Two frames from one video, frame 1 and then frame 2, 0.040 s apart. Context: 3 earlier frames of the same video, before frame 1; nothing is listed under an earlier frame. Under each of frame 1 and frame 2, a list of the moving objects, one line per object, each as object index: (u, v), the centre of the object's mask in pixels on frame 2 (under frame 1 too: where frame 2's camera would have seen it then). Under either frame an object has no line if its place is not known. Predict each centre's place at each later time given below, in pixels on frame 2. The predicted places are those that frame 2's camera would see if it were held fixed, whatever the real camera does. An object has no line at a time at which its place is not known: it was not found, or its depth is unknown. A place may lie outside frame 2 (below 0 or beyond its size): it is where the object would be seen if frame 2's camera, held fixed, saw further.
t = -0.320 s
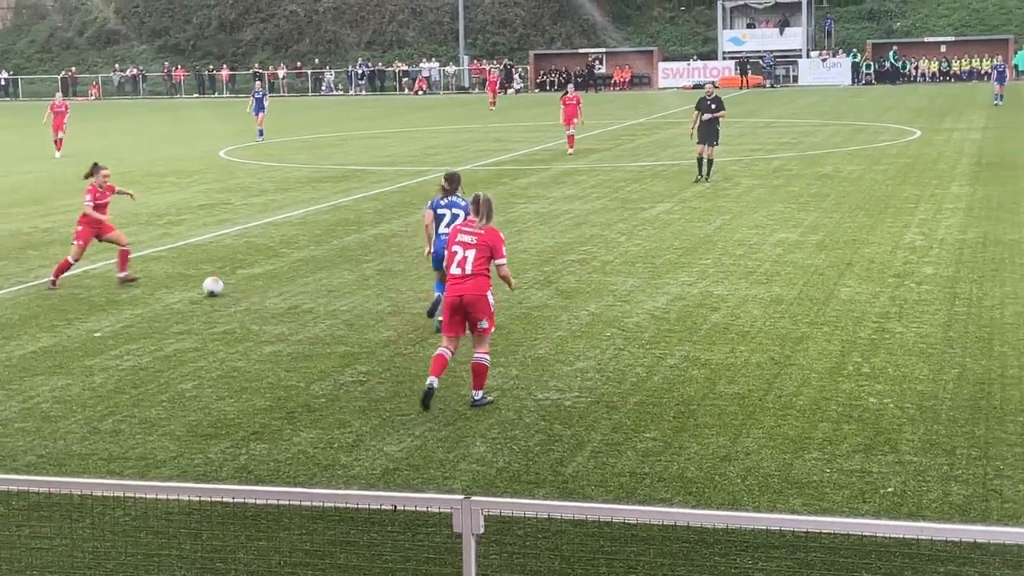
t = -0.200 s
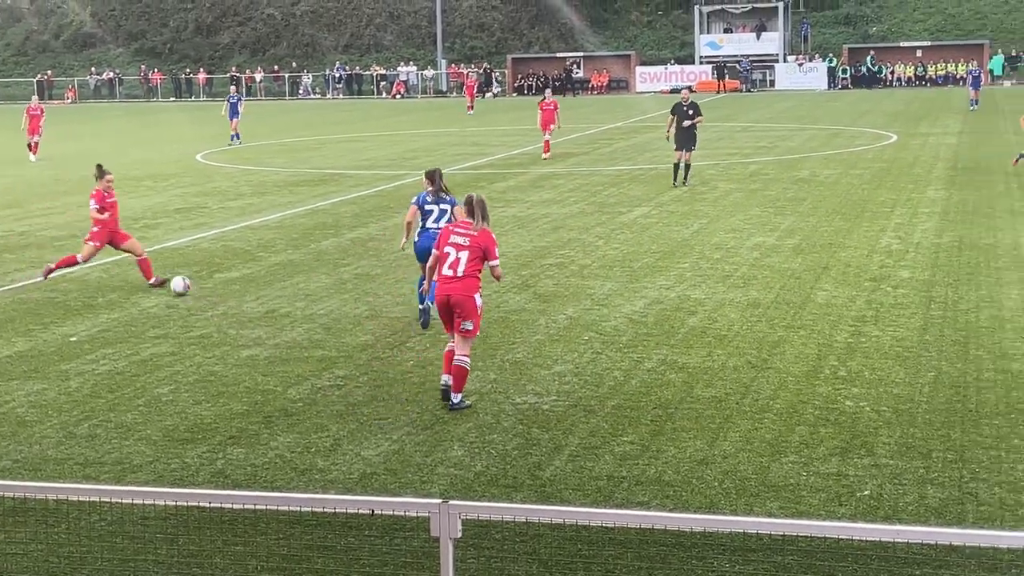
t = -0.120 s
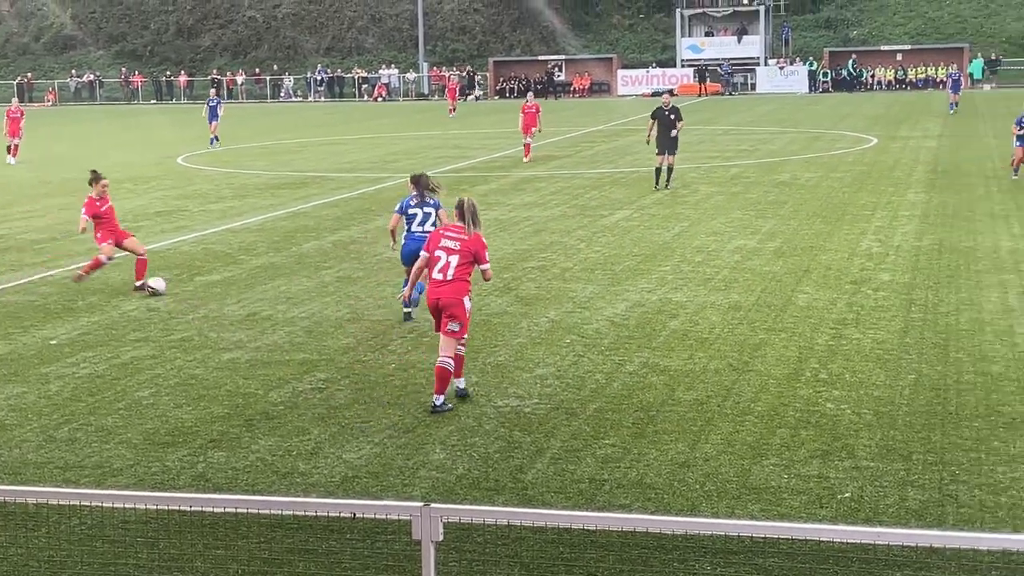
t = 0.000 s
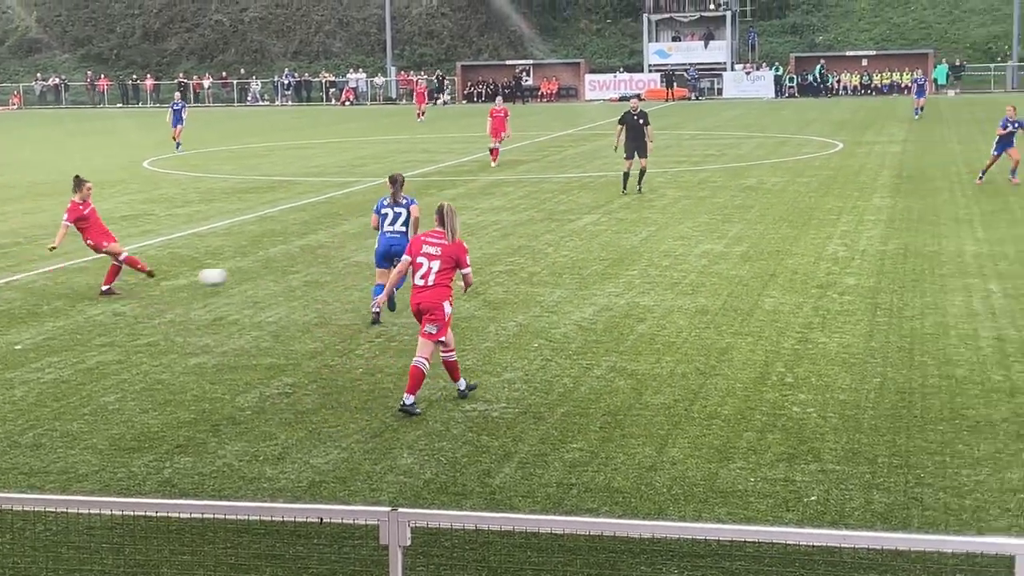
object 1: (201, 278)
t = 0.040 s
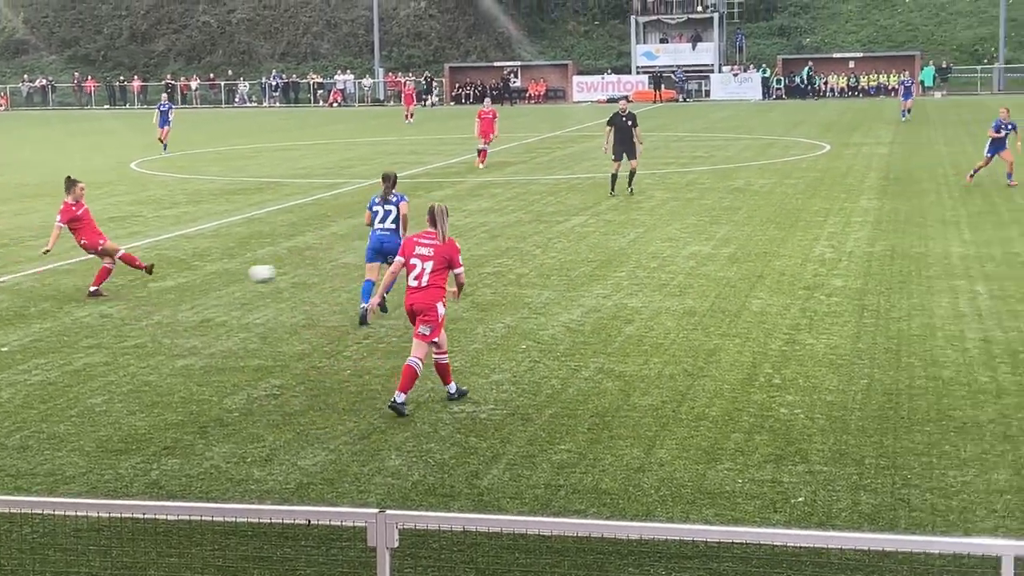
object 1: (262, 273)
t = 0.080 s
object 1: (320, 270)
